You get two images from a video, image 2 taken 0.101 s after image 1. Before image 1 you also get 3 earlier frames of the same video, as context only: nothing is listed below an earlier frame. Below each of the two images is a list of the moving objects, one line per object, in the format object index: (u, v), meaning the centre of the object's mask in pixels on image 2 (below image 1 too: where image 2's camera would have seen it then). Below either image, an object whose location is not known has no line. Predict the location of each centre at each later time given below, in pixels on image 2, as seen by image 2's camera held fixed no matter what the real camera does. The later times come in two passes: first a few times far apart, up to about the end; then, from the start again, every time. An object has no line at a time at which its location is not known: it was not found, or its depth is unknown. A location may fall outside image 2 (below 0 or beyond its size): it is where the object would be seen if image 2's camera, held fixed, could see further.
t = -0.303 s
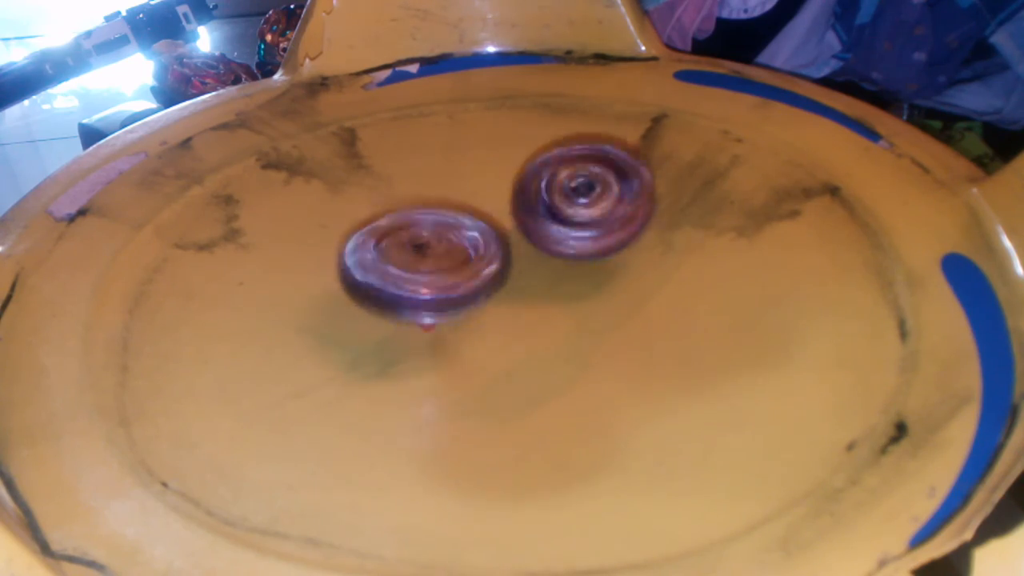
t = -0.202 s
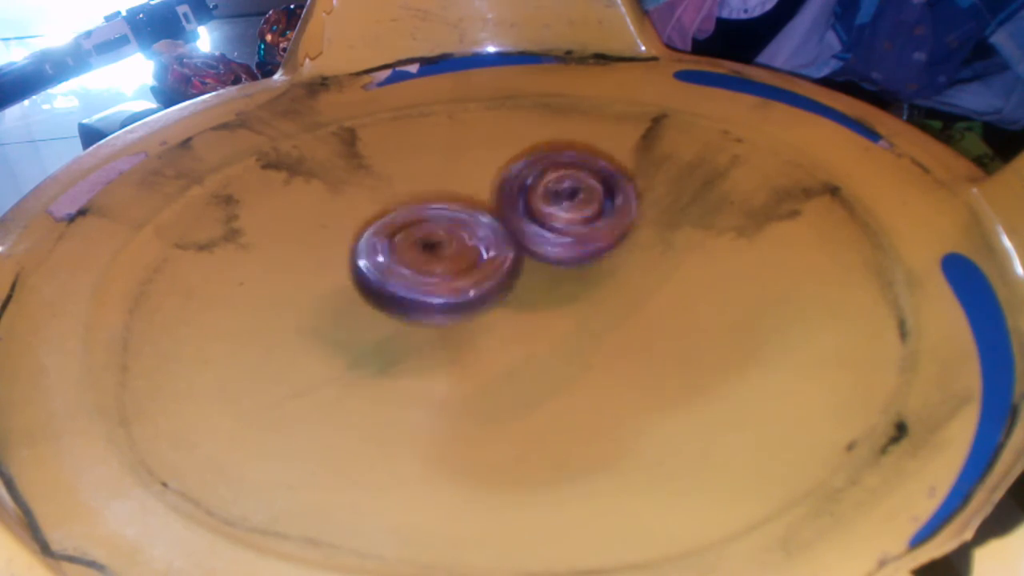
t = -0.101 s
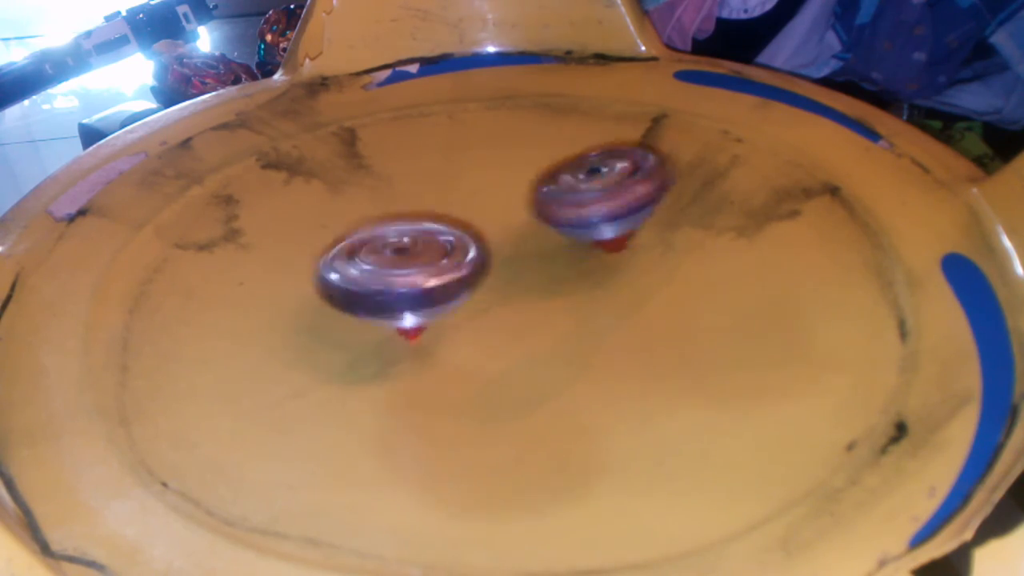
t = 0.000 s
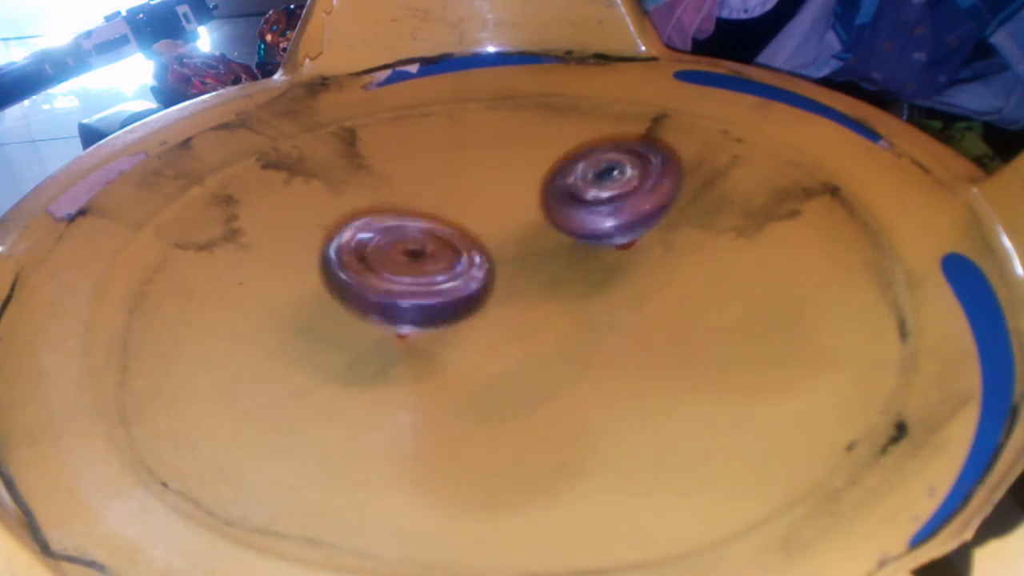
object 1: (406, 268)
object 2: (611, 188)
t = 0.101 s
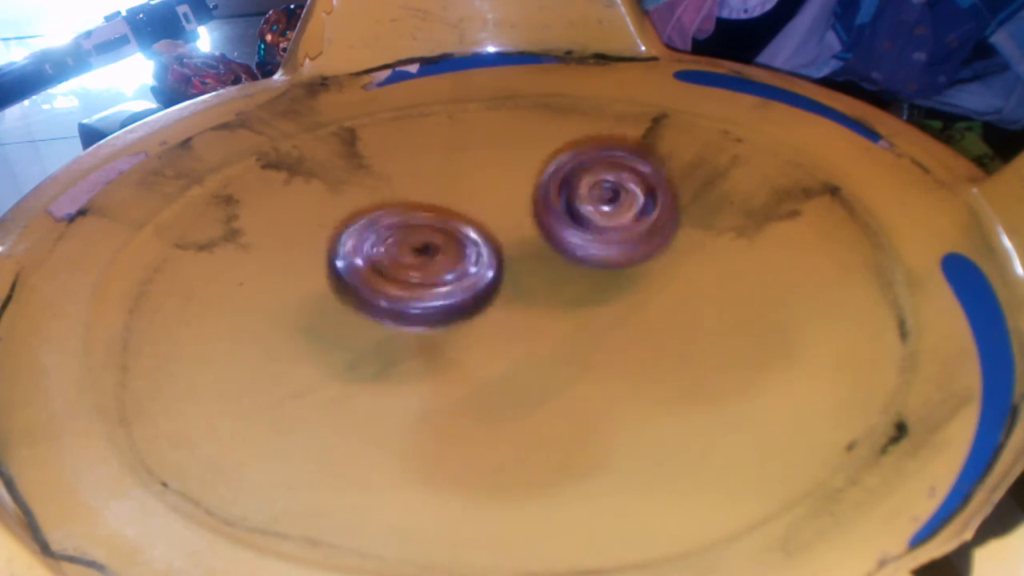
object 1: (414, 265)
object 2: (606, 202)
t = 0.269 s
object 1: (435, 265)
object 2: (586, 224)
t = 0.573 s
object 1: (426, 266)
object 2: (603, 234)
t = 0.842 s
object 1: (449, 265)
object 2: (597, 256)
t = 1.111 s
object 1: (486, 250)
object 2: (631, 259)
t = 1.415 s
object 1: (532, 200)
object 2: (592, 294)
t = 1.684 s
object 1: (524, 207)
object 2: (565, 317)
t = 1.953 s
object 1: (506, 214)
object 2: (514, 313)
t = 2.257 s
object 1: (515, 202)
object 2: (472, 301)
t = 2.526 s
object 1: (514, 208)
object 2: (478, 306)
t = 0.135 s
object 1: (422, 261)
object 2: (600, 205)
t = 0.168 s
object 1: (432, 260)
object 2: (591, 209)
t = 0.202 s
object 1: (440, 262)
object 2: (584, 216)
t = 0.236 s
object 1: (438, 265)
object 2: (585, 221)
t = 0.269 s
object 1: (435, 265)
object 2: (586, 224)
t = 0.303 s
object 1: (431, 266)
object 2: (588, 223)
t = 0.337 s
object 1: (431, 267)
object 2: (589, 225)
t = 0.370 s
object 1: (434, 267)
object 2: (593, 226)
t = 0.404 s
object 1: (440, 268)
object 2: (596, 227)
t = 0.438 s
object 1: (441, 267)
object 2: (601, 228)
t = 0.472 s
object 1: (437, 265)
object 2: (608, 228)
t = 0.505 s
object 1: (432, 266)
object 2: (614, 229)
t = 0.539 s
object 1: (428, 266)
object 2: (612, 231)
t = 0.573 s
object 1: (426, 266)
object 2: (603, 234)
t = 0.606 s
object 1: (427, 266)
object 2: (596, 235)
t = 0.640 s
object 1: (428, 266)
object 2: (590, 243)
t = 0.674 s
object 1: (422, 266)
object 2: (595, 248)
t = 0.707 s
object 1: (413, 267)
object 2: (606, 250)
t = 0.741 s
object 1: (413, 266)
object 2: (611, 252)
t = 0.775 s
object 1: (421, 267)
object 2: (611, 252)
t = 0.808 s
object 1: (432, 266)
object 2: (604, 253)
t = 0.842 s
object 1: (449, 265)
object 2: (597, 256)
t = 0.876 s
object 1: (455, 265)
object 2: (603, 256)
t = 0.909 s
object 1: (459, 264)
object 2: (615, 257)
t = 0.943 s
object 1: (462, 265)
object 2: (625, 258)
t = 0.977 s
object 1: (466, 262)
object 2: (631, 257)
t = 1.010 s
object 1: (472, 261)
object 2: (630, 257)
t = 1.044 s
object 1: (476, 257)
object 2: (628, 258)
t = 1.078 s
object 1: (482, 254)
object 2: (631, 257)
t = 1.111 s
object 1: (486, 250)
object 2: (631, 259)
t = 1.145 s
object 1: (491, 245)
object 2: (627, 261)
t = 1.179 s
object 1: (494, 241)
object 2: (625, 264)
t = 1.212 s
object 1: (498, 234)
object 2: (622, 267)
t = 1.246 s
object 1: (505, 226)
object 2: (619, 271)
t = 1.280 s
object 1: (509, 220)
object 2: (612, 274)
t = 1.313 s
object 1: (513, 211)
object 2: (607, 278)
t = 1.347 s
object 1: (517, 202)
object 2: (599, 283)
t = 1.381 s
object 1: (525, 199)
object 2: (595, 289)
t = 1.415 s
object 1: (532, 200)
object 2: (592, 294)
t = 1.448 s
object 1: (533, 202)
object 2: (589, 298)
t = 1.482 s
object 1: (533, 201)
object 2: (590, 302)
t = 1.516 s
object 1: (533, 201)
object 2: (593, 305)
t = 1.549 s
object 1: (534, 203)
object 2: (593, 307)
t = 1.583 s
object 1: (535, 206)
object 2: (591, 308)
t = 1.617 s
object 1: (534, 208)
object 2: (579, 309)
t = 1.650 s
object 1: (529, 207)
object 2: (574, 310)
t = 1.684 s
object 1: (524, 207)
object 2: (565, 317)
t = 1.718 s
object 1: (520, 207)
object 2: (558, 325)
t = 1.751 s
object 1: (515, 208)
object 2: (553, 326)
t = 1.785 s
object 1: (510, 208)
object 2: (542, 324)
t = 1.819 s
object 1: (508, 206)
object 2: (535, 323)
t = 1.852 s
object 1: (507, 207)
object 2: (528, 318)
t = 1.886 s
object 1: (508, 208)
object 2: (522, 317)
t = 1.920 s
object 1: (508, 210)
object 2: (517, 317)
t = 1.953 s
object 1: (506, 214)
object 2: (514, 313)
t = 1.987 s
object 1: (503, 216)
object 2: (510, 318)
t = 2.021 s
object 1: (501, 213)
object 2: (502, 316)
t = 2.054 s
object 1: (501, 211)
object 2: (497, 316)
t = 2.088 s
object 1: (506, 208)
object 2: (484, 310)
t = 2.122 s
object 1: (509, 206)
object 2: (479, 307)
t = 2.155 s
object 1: (511, 203)
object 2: (475, 307)
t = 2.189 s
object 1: (511, 202)
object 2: (476, 305)
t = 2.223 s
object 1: (513, 201)
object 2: (474, 303)
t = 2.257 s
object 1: (515, 202)
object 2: (472, 301)
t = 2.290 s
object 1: (515, 202)
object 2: (474, 300)
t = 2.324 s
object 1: (516, 202)
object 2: (474, 299)
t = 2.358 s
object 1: (514, 203)
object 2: (476, 298)
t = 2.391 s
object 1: (515, 204)
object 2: (479, 297)
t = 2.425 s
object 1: (517, 205)
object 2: (480, 298)
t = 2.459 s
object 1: (517, 206)
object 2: (480, 299)
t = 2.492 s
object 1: (516, 207)
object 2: (479, 301)
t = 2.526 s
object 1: (514, 208)
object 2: (478, 306)
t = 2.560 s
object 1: (513, 211)
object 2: (477, 314)
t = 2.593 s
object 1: (513, 211)
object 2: (476, 315)
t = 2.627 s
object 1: (513, 212)
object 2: (476, 315)
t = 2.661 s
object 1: (514, 212)
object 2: (476, 313)
